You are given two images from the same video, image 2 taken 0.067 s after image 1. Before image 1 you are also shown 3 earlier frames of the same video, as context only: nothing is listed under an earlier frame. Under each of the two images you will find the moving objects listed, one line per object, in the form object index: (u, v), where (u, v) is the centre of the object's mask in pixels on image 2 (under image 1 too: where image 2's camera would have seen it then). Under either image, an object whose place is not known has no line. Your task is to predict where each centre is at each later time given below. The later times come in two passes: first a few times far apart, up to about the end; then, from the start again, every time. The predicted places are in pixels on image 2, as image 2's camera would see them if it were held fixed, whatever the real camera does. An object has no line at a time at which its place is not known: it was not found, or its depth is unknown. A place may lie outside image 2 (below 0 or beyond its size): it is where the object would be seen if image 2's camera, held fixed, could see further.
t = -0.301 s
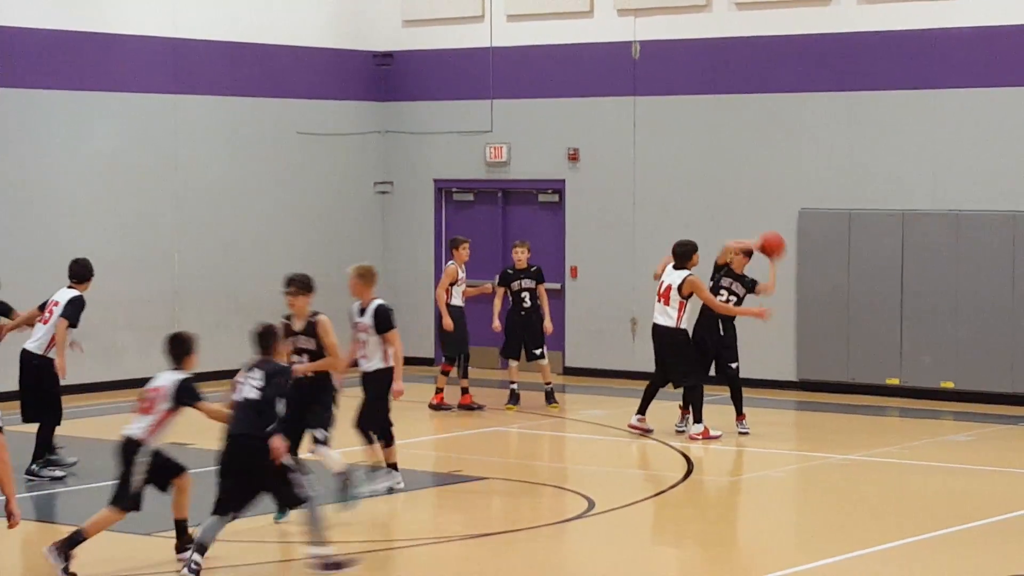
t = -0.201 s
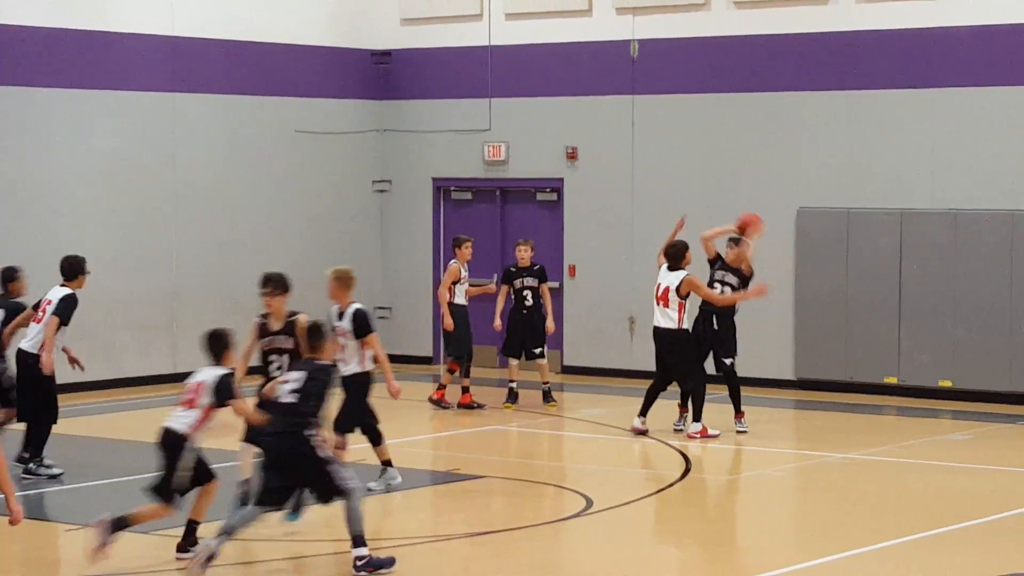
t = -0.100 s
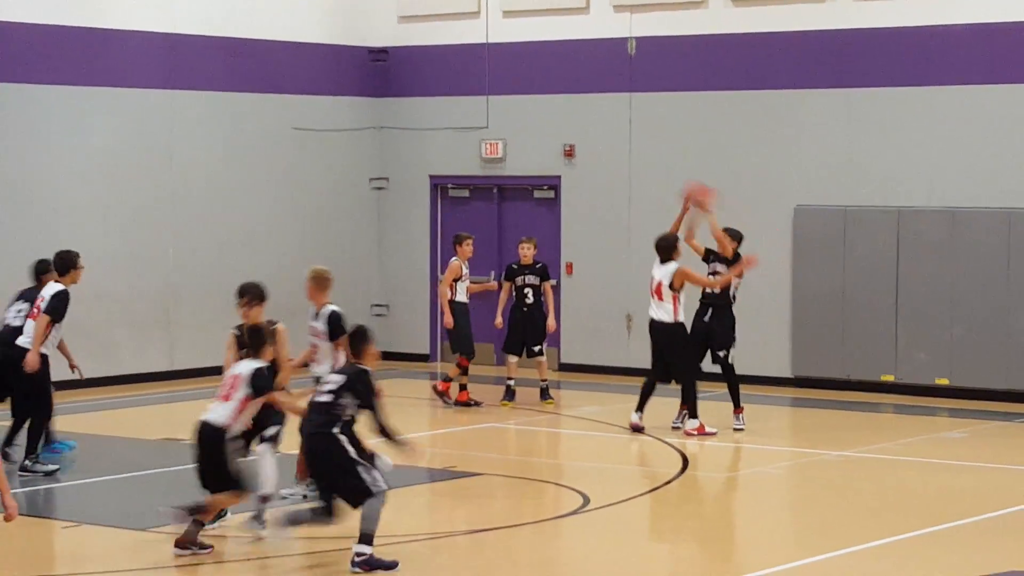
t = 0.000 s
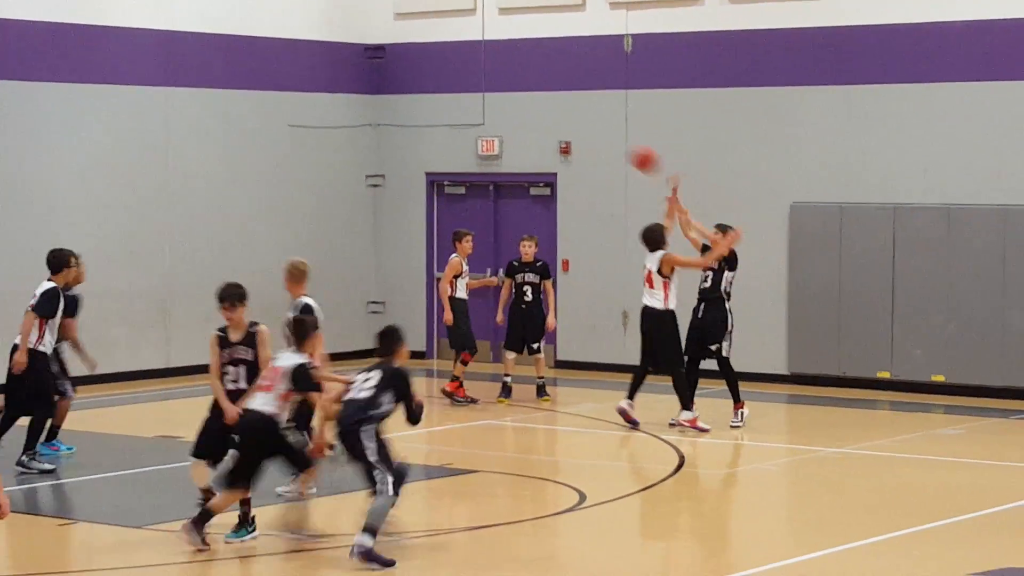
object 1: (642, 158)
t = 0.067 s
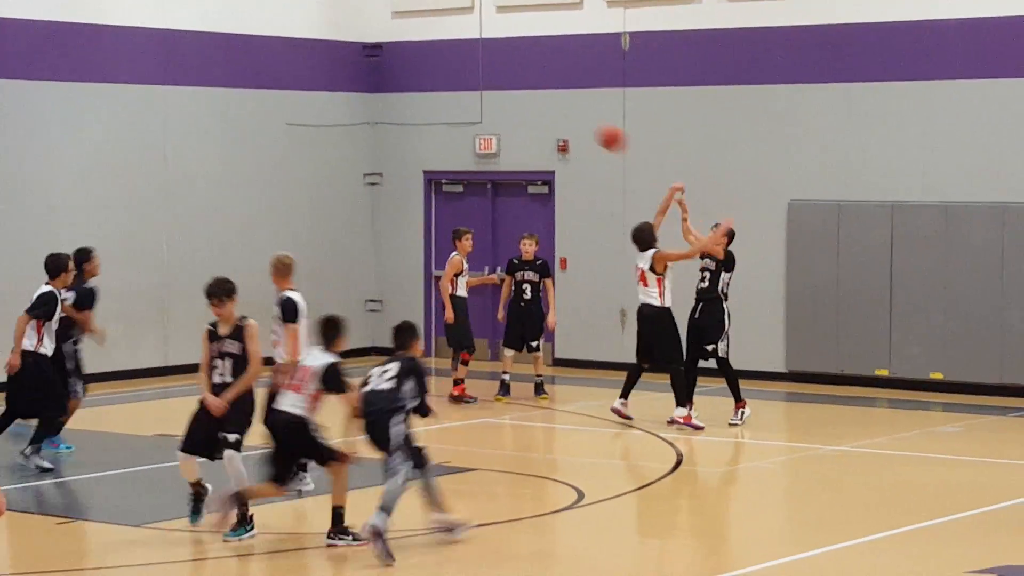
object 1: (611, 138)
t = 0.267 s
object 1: (518, 109)
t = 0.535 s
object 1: (392, 141)
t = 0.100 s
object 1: (596, 130)
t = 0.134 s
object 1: (580, 124)
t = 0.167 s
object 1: (565, 118)
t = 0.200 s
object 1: (549, 114)
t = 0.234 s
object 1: (533, 111)
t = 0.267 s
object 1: (518, 109)
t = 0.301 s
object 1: (501, 109)
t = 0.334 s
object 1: (485, 110)
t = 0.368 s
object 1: (470, 112)
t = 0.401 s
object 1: (455, 115)
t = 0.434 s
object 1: (439, 119)
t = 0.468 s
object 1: (424, 125)
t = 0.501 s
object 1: (408, 133)
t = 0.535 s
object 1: (392, 141)
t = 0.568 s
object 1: (376, 150)
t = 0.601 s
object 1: (361, 161)
